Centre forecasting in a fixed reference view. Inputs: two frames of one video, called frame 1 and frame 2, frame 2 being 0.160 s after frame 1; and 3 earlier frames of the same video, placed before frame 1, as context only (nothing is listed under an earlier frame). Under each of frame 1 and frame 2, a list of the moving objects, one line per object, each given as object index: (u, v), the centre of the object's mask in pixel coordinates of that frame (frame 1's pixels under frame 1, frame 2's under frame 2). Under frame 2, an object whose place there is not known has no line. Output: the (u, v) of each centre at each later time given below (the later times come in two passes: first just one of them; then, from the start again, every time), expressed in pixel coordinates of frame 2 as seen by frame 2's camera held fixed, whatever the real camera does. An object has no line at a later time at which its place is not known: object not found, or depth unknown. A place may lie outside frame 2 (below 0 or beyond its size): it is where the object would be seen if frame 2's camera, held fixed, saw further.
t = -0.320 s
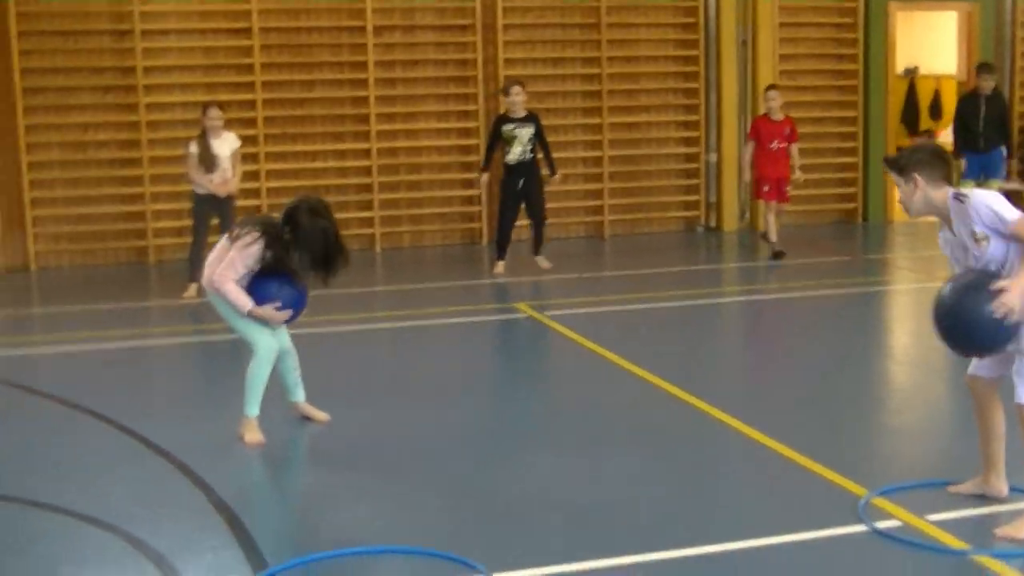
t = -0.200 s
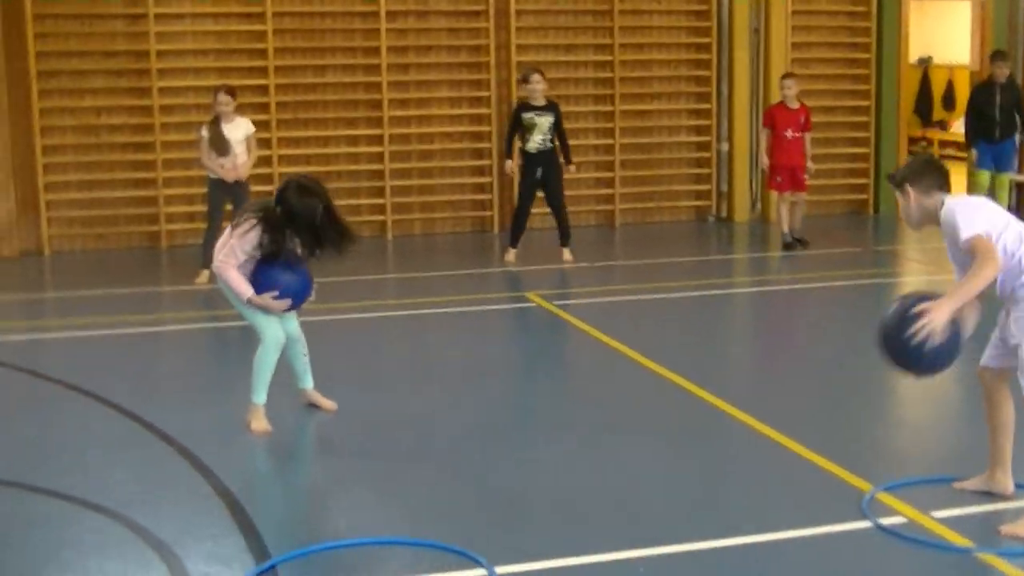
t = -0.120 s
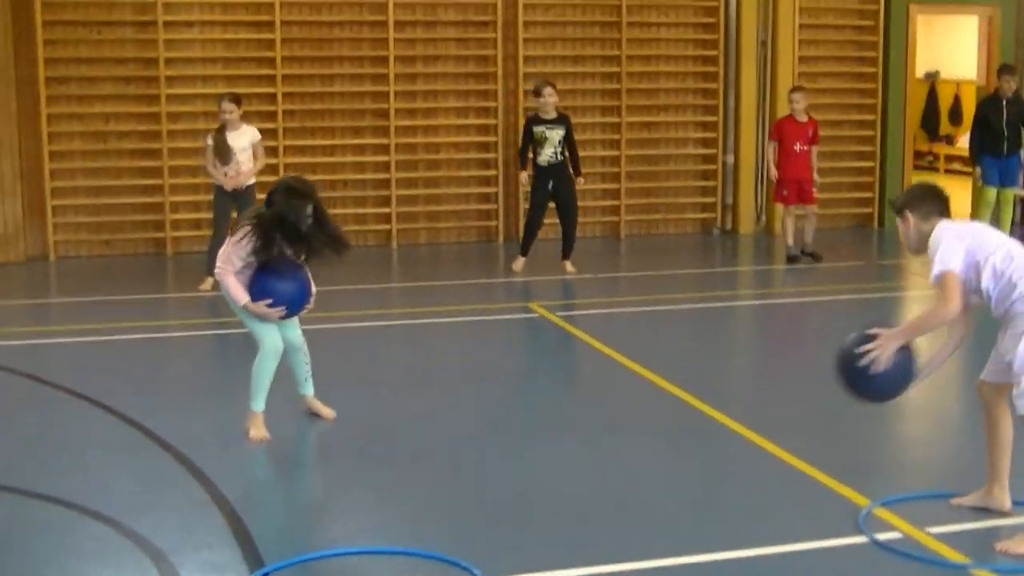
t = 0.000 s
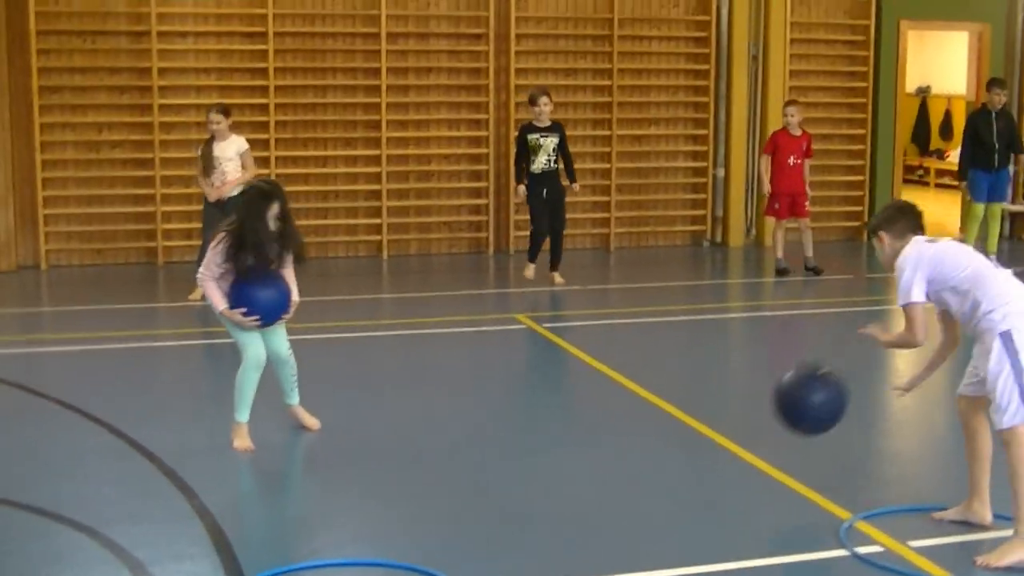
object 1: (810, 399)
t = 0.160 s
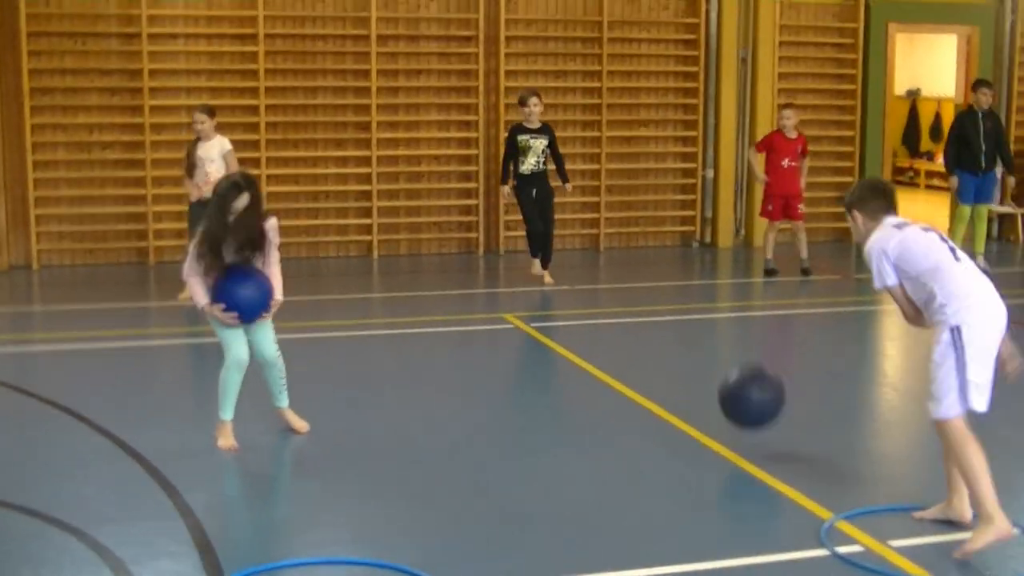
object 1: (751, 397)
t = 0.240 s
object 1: (737, 369)
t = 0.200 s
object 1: (745, 382)
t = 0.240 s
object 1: (737, 369)
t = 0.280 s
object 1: (730, 360)
